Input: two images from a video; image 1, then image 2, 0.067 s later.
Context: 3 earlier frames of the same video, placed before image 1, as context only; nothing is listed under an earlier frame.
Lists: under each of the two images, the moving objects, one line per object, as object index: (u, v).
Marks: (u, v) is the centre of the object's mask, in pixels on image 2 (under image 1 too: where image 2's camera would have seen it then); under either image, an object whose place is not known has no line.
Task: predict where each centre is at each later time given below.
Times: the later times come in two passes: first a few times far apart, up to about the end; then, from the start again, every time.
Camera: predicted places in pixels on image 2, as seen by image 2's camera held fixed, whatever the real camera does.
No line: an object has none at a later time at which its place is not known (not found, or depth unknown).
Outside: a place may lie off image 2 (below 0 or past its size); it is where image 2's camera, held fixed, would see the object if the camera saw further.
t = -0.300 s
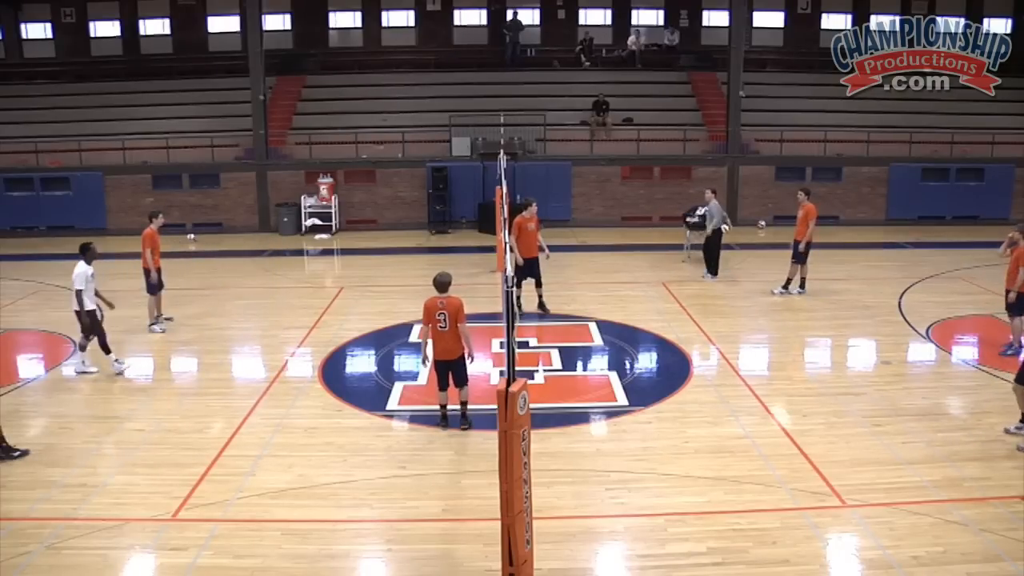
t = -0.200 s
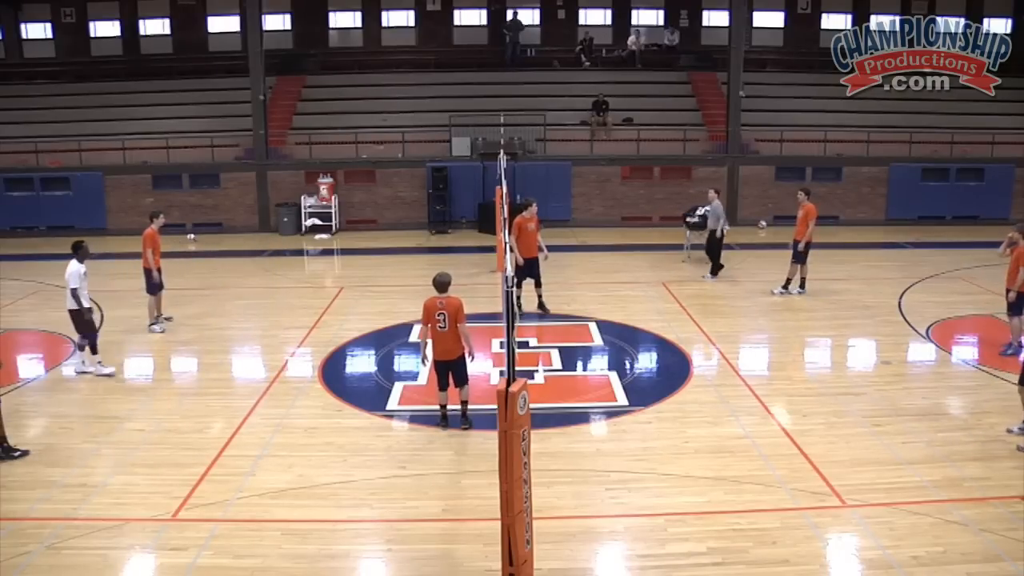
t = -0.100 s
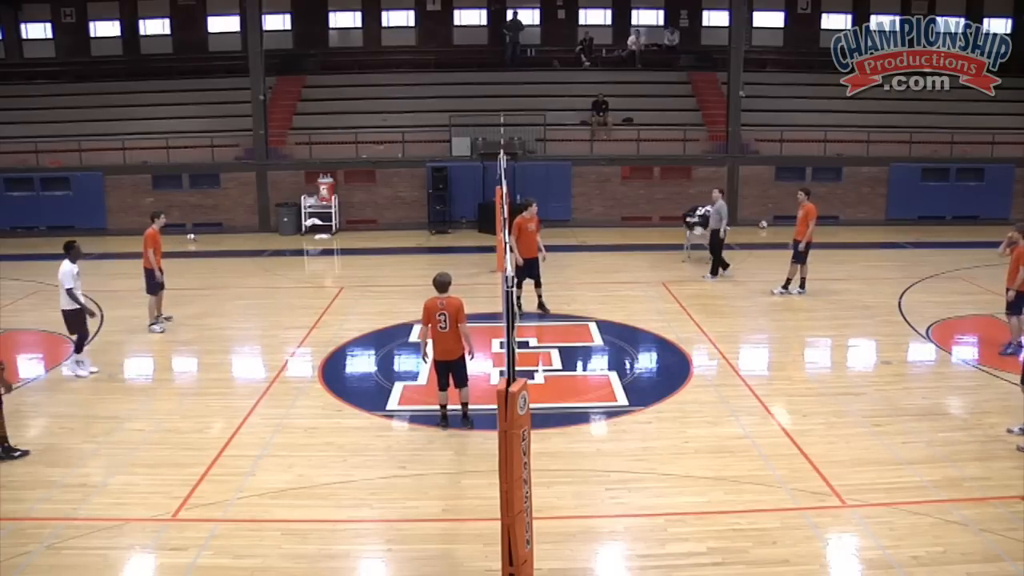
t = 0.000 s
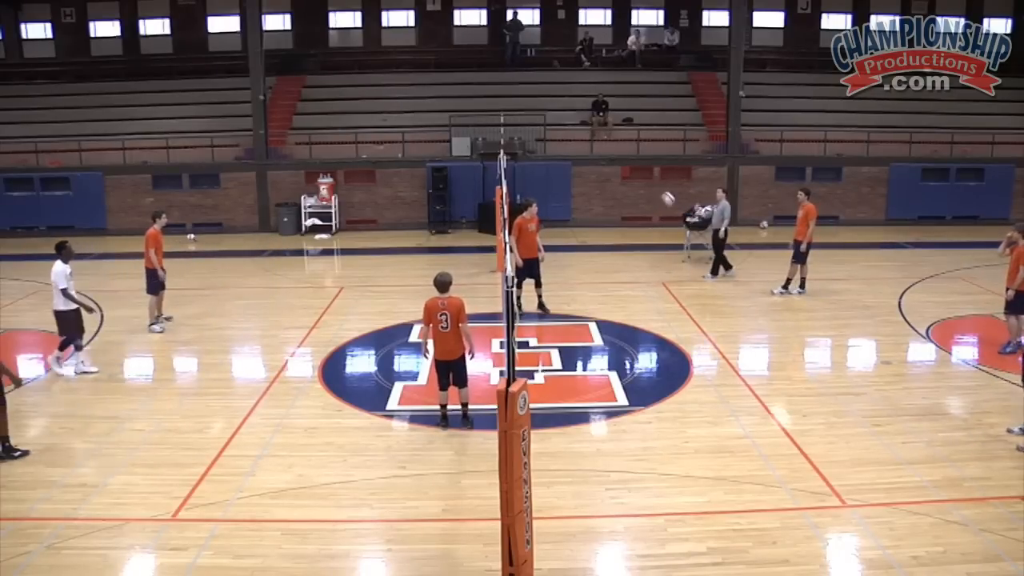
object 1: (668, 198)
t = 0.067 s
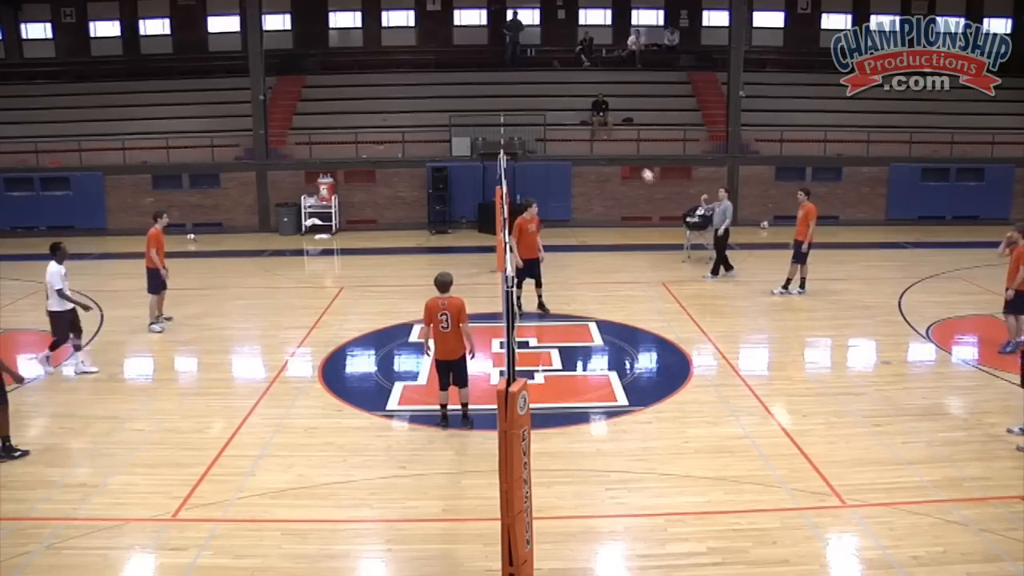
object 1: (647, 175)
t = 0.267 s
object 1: (582, 117)
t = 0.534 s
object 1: (490, 73)
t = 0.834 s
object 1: (382, 75)
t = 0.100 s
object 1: (637, 164)
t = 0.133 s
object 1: (626, 153)
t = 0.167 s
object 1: (615, 143)
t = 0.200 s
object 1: (604, 134)
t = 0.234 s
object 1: (593, 126)
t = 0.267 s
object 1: (582, 117)
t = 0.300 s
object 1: (571, 109)
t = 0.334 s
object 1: (560, 103)
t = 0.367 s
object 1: (548, 96)
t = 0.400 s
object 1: (536, 88)
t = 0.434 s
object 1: (524, 84)
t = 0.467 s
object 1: (513, 80)
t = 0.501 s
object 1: (501, 77)
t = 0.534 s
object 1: (490, 73)
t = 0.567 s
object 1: (477, 71)
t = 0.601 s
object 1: (465, 69)
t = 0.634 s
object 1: (453, 68)
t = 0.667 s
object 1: (442, 67)
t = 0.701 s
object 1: (430, 67)
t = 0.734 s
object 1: (418, 68)
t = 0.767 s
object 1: (406, 70)
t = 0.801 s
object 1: (394, 72)
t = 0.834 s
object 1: (382, 75)
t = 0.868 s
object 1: (370, 78)
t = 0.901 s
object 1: (359, 82)
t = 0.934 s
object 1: (347, 88)
